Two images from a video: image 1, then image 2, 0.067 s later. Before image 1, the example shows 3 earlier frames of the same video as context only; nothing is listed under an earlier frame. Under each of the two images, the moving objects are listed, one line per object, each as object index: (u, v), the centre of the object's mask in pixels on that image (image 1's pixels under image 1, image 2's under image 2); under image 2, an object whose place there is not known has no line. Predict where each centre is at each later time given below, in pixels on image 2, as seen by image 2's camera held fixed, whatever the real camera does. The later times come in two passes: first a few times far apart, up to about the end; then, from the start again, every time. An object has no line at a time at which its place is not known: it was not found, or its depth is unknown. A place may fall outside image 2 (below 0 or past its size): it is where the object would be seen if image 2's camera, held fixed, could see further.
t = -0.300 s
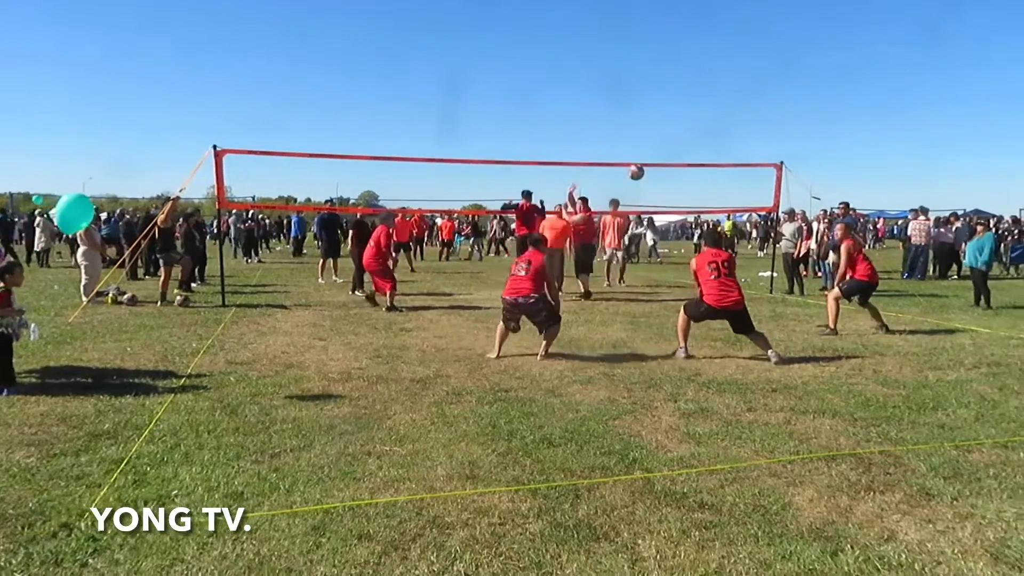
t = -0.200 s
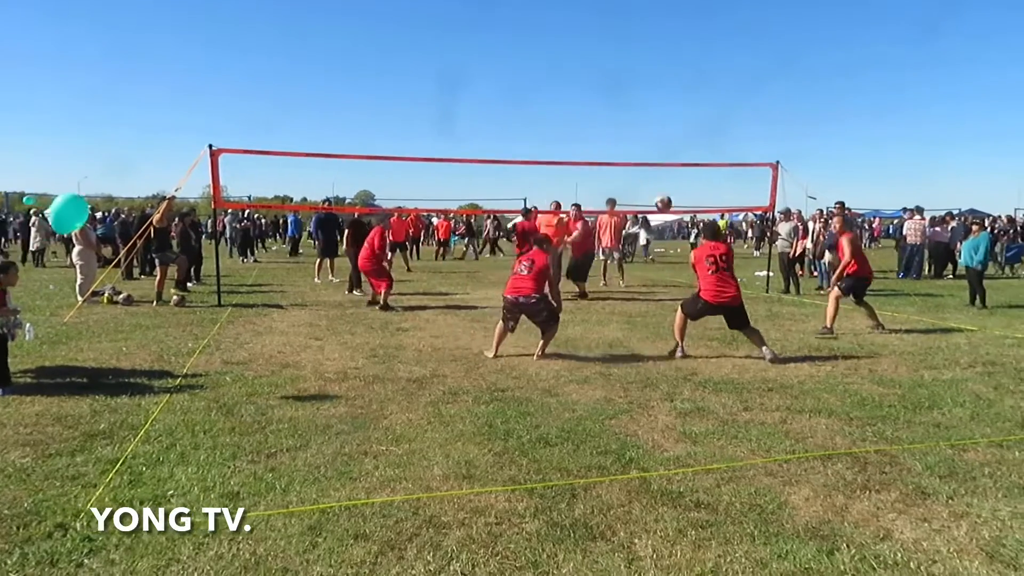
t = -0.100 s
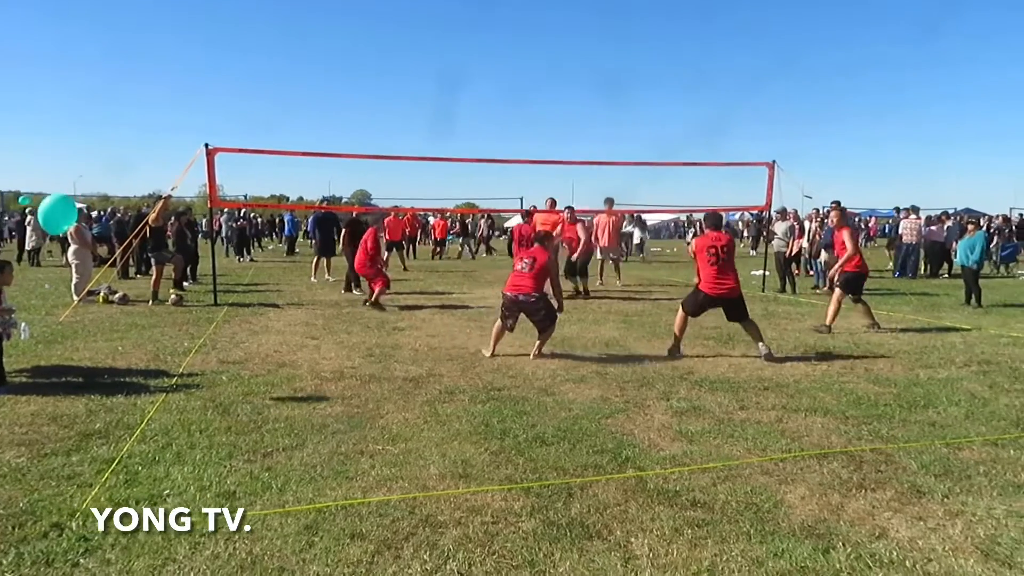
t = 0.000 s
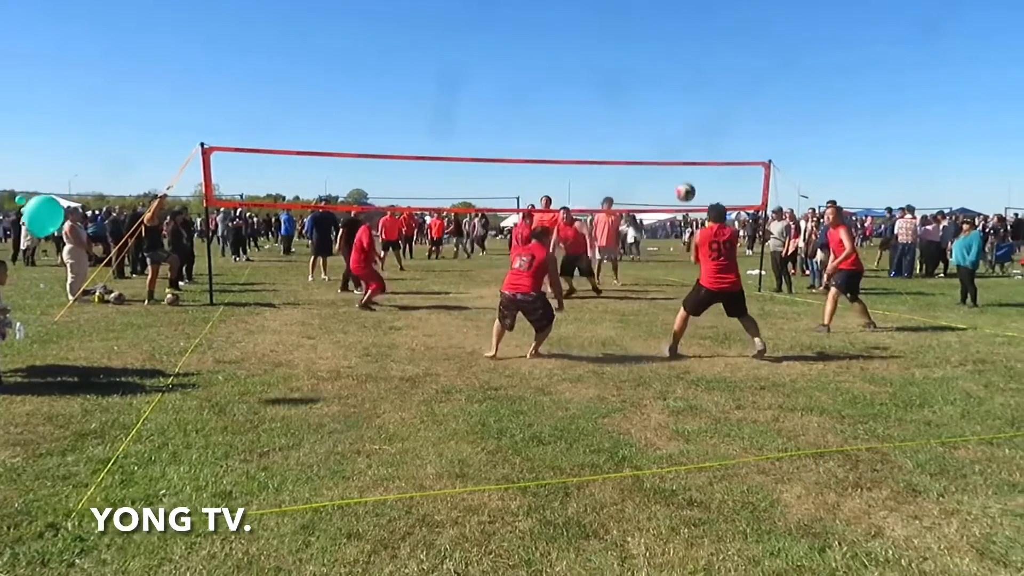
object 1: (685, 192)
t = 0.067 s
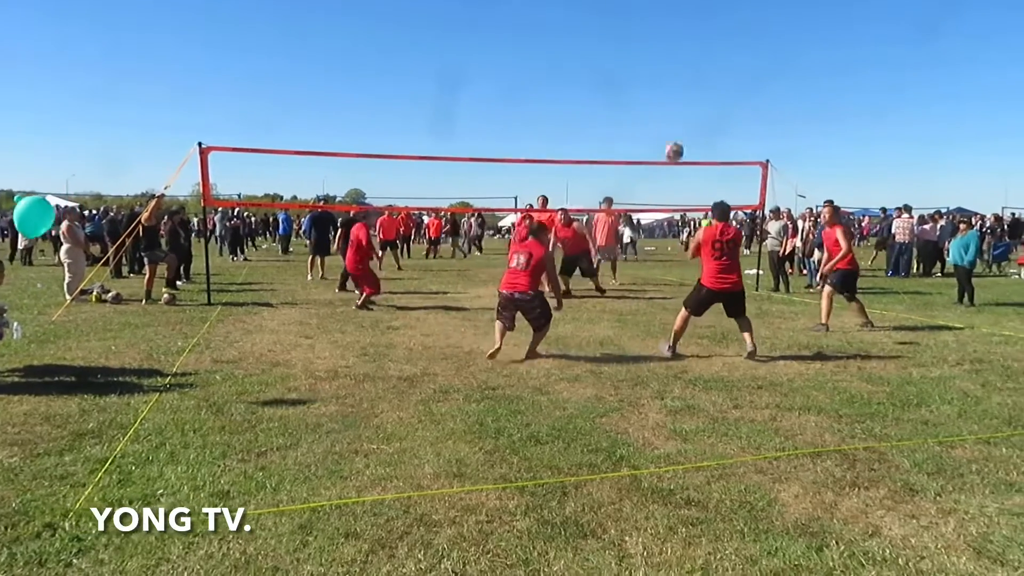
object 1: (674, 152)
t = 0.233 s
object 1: (653, 74)
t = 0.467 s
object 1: (626, 14)
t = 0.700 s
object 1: (602, 5)
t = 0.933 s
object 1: (581, 29)
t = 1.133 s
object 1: (565, 79)
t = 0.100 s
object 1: (669, 133)
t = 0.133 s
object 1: (665, 117)
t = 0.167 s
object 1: (661, 101)
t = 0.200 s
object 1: (657, 87)
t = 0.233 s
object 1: (653, 74)
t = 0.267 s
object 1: (649, 62)
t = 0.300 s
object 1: (645, 51)
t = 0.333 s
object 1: (641, 42)
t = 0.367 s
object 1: (637, 33)
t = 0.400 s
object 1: (633, 26)
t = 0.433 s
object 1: (629, 19)
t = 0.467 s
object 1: (626, 14)
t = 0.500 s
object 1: (623, 10)
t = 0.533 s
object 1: (619, 7)
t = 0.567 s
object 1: (616, 6)
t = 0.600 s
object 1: (612, 6)
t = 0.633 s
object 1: (609, 5)
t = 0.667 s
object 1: (605, 5)
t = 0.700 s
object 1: (602, 5)
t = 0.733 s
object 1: (599, 6)
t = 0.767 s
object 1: (596, 7)
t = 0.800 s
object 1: (593, 9)
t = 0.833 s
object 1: (589, 13)
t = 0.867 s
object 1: (587, 18)
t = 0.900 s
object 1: (584, 23)
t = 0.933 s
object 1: (581, 29)
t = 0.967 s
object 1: (579, 35)
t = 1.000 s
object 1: (576, 44)
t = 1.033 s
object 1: (573, 51)
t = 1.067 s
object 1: (571, 60)
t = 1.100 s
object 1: (568, 70)
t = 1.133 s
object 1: (565, 79)
